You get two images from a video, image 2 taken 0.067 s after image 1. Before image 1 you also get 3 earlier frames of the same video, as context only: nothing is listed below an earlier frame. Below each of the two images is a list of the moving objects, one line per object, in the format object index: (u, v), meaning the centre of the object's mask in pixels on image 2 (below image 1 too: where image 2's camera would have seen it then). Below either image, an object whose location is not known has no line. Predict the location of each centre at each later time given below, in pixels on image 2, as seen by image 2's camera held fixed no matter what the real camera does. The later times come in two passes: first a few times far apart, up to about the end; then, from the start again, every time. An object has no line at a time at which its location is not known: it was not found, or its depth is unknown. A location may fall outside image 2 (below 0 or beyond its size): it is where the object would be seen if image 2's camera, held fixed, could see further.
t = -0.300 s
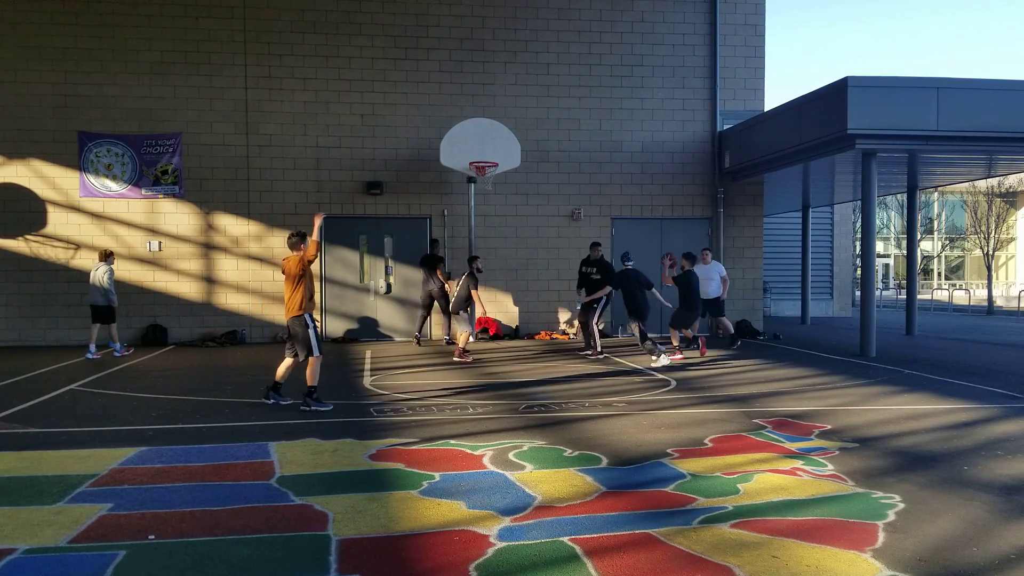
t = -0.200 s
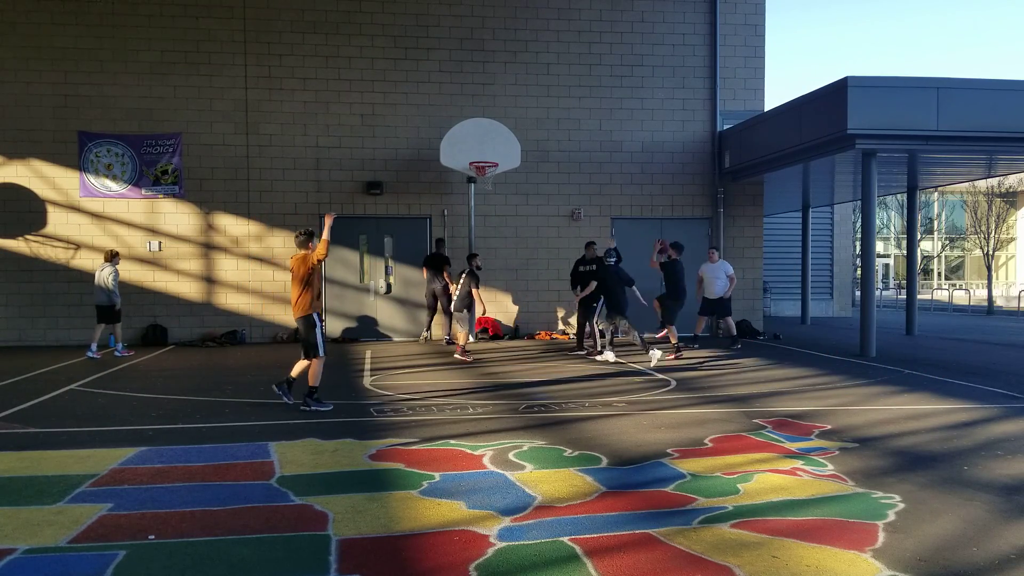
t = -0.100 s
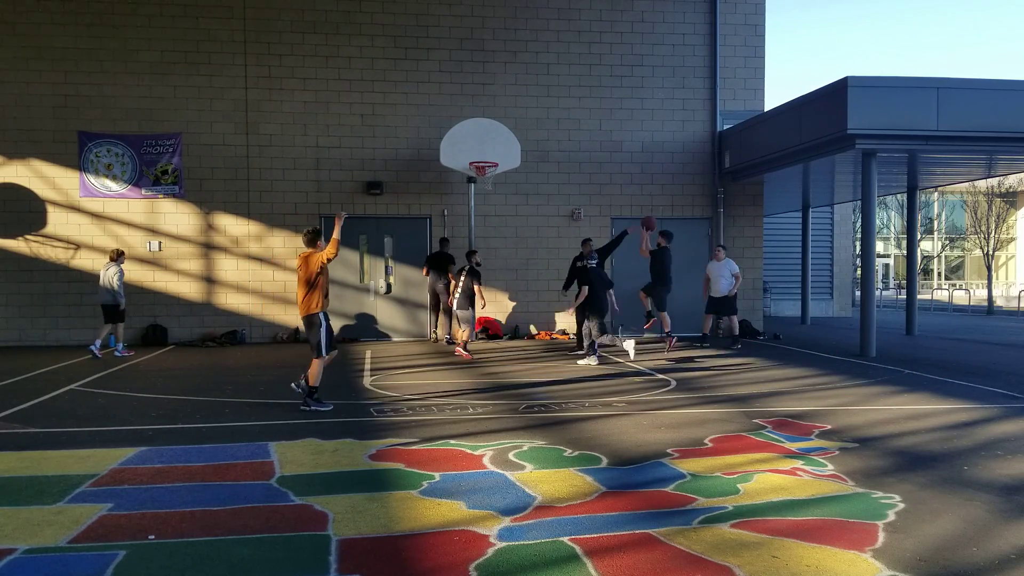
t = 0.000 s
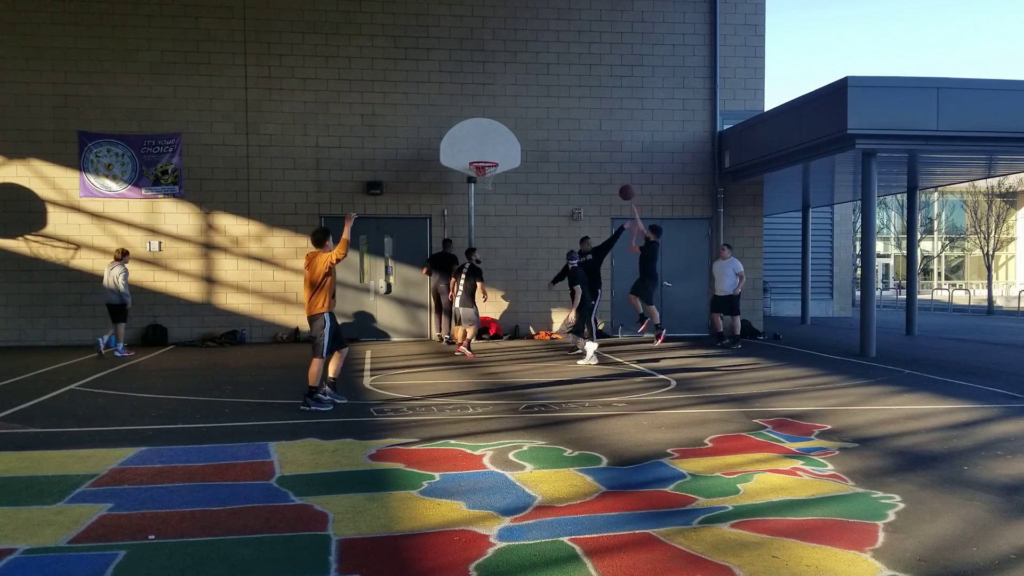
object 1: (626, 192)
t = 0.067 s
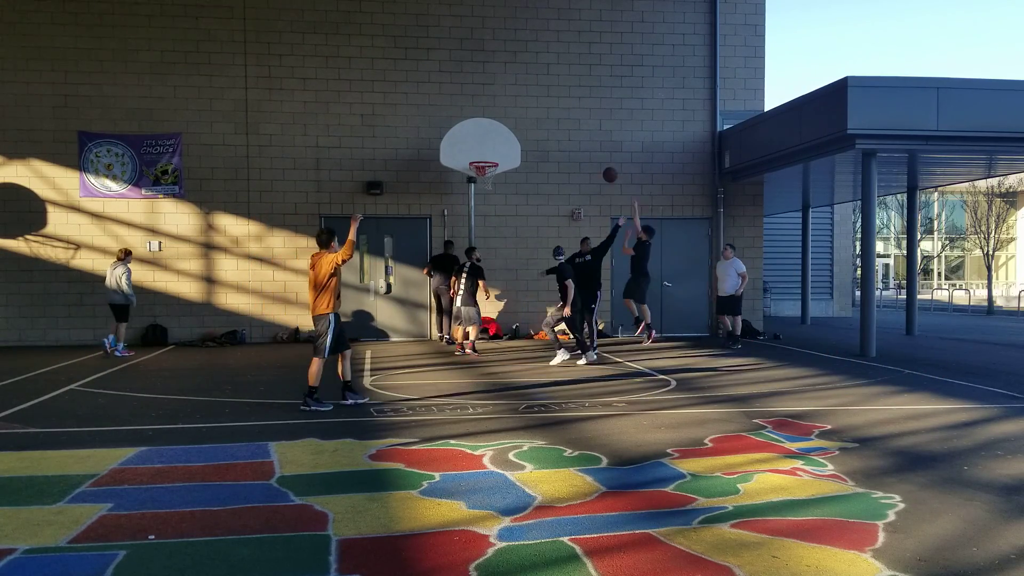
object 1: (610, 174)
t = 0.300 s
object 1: (556, 138)
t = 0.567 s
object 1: (500, 138)
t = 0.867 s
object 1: (482, 149)
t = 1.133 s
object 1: (473, 150)
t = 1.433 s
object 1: (464, 166)
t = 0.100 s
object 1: (602, 167)
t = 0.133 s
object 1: (594, 160)
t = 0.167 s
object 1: (586, 154)
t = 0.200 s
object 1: (579, 149)
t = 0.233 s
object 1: (571, 144)
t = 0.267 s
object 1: (563, 141)
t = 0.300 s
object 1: (556, 138)
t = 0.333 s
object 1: (549, 135)
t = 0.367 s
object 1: (541, 134)
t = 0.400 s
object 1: (534, 133)
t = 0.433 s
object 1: (527, 133)
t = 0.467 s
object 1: (521, 133)
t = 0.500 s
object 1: (514, 134)
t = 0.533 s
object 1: (507, 136)
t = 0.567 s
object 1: (500, 138)
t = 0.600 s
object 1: (498, 139)
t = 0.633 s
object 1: (495, 141)
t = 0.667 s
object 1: (493, 143)
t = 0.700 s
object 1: (491, 147)
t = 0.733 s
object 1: (489, 150)
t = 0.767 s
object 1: (487, 154)
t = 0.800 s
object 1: (485, 155)
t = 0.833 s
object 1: (484, 152)
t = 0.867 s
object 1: (482, 149)
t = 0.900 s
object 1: (481, 147)
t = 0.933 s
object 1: (480, 146)
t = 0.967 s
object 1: (479, 145)
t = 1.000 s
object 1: (478, 145)
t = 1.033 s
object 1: (477, 145)
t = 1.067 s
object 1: (476, 146)
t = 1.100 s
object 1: (475, 148)
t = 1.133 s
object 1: (473, 150)
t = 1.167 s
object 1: (472, 153)
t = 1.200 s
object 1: (471, 156)
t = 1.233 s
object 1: (470, 160)
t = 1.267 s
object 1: (469, 159)
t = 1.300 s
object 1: (468, 160)
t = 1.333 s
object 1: (467, 161)
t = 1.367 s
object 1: (466, 162)
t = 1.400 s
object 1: (465, 163)
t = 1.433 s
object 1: (464, 166)
